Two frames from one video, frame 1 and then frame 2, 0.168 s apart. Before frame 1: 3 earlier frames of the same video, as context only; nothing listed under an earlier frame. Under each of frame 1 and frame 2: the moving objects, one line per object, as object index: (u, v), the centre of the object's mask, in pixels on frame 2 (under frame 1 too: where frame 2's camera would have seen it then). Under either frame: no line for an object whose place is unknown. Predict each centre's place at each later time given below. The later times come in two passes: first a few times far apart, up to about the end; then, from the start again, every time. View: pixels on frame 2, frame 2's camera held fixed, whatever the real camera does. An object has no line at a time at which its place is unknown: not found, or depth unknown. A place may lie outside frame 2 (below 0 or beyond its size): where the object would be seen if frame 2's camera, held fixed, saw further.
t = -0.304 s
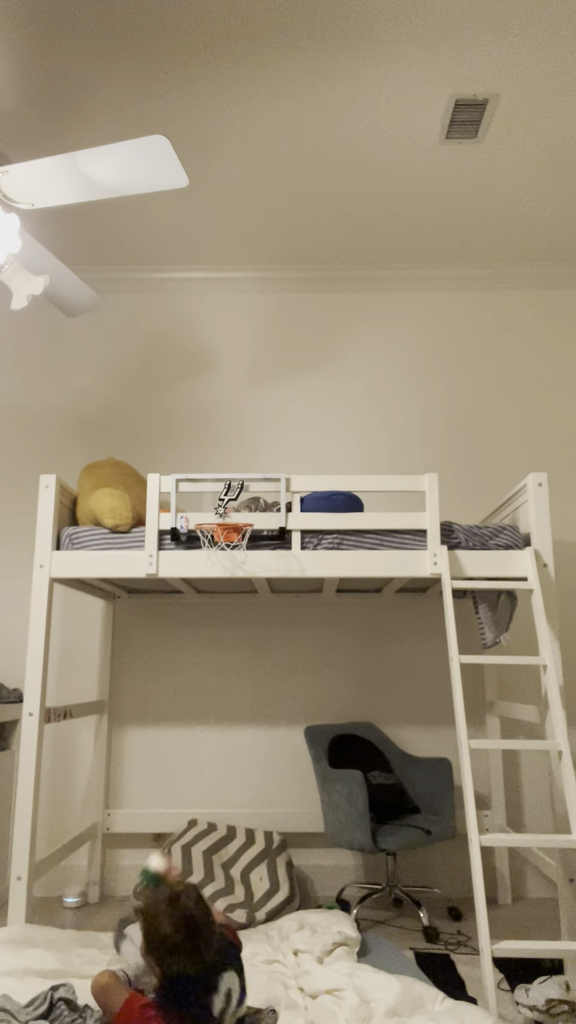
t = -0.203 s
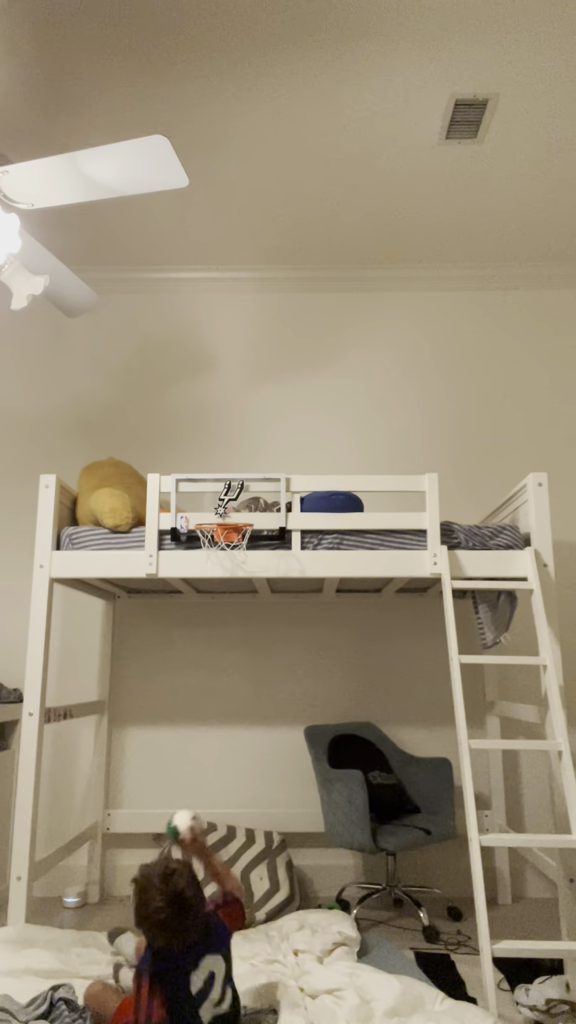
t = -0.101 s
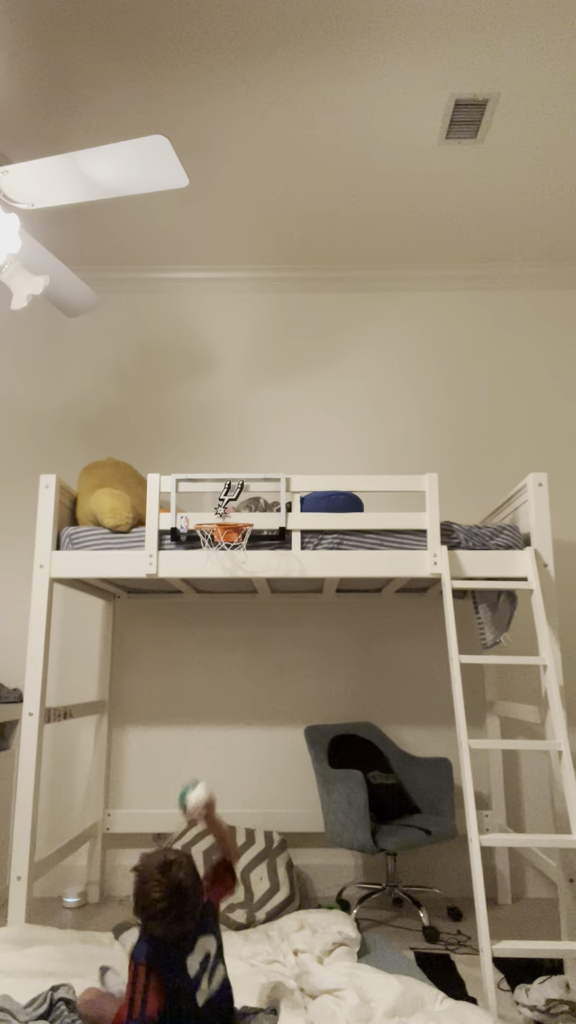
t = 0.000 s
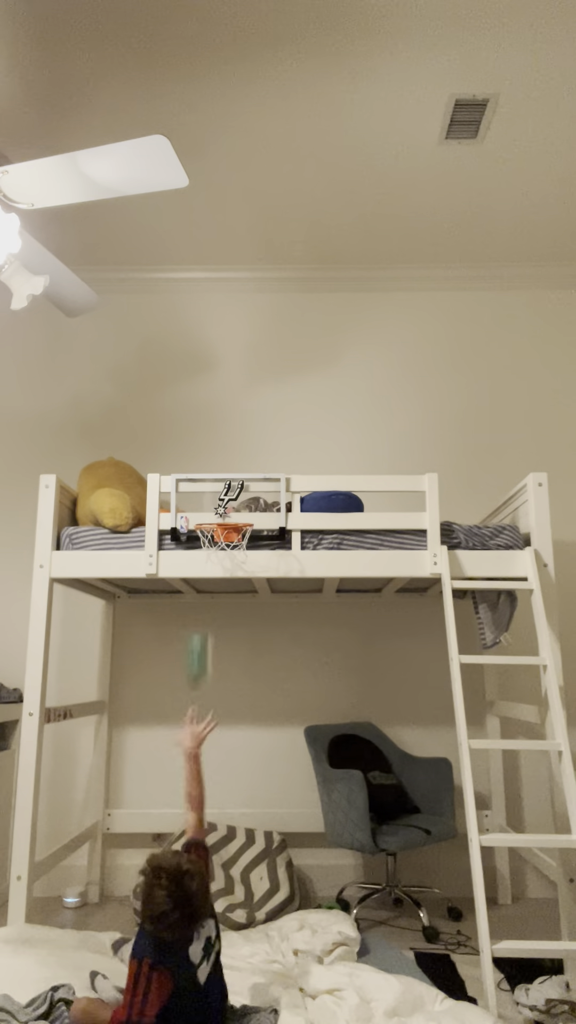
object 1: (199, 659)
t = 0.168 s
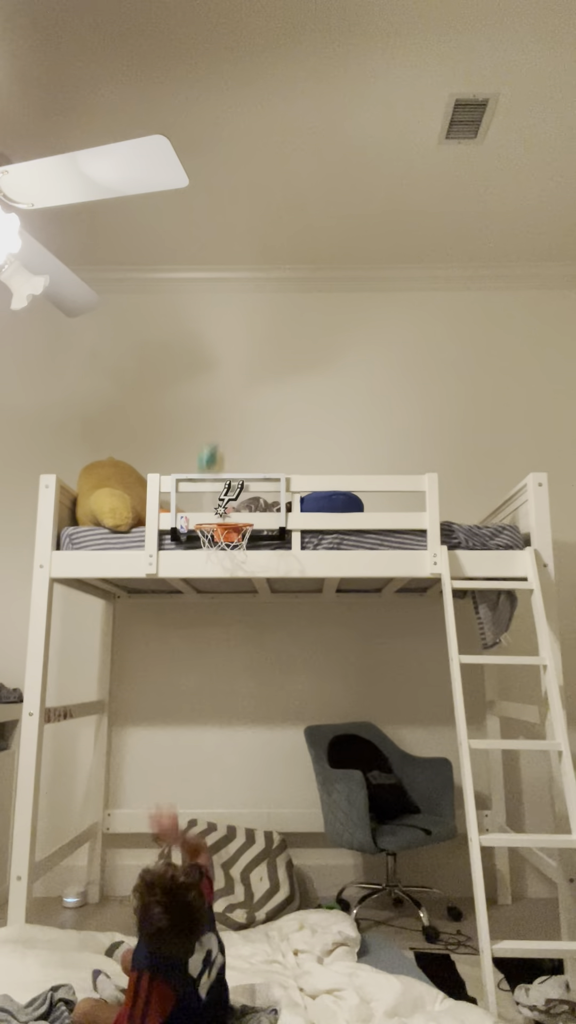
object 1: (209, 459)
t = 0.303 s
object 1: (217, 381)
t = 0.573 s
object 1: (226, 376)
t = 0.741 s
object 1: (230, 462)
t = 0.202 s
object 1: (210, 435)
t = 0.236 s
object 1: (213, 414)
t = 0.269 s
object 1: (215, 396)
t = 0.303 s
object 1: (217, 381)
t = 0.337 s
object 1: (218, 370)
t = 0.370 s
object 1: (220, 361)
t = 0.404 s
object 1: (221, 358)
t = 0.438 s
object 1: (222, 356)
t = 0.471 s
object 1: (223, 356)
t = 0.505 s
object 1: (224, 360)
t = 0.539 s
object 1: (225, 366)
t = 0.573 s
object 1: (226, 376)
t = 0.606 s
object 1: (227, 388)
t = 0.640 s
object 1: (227, 403)
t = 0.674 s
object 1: (228, 421)
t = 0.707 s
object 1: (229, 442)
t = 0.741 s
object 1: (230, 462)
